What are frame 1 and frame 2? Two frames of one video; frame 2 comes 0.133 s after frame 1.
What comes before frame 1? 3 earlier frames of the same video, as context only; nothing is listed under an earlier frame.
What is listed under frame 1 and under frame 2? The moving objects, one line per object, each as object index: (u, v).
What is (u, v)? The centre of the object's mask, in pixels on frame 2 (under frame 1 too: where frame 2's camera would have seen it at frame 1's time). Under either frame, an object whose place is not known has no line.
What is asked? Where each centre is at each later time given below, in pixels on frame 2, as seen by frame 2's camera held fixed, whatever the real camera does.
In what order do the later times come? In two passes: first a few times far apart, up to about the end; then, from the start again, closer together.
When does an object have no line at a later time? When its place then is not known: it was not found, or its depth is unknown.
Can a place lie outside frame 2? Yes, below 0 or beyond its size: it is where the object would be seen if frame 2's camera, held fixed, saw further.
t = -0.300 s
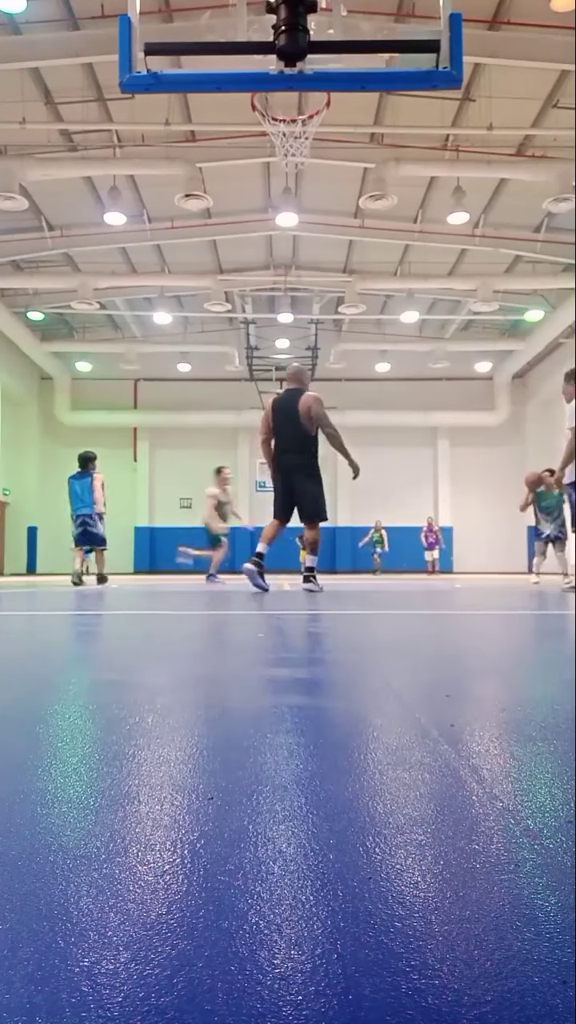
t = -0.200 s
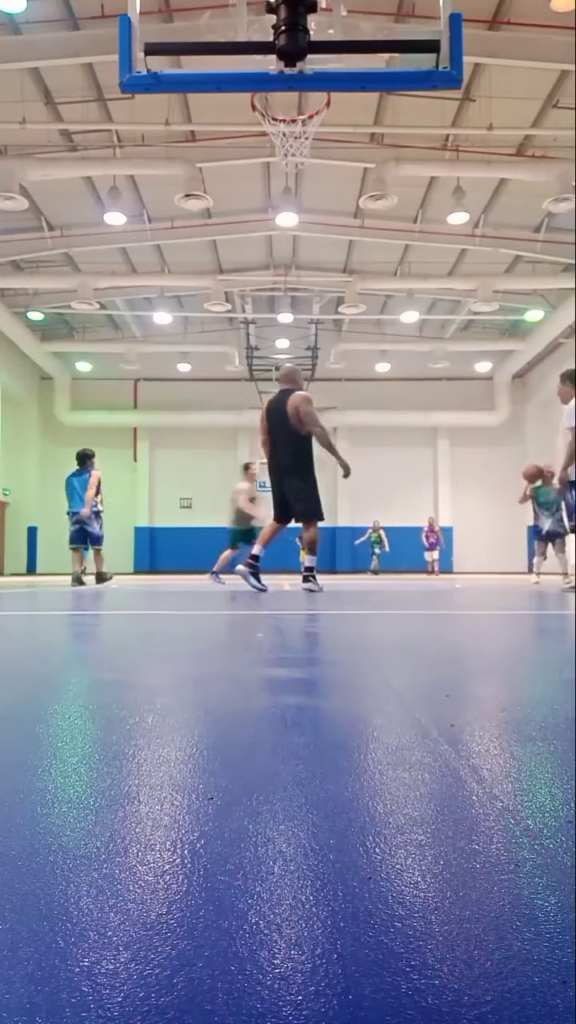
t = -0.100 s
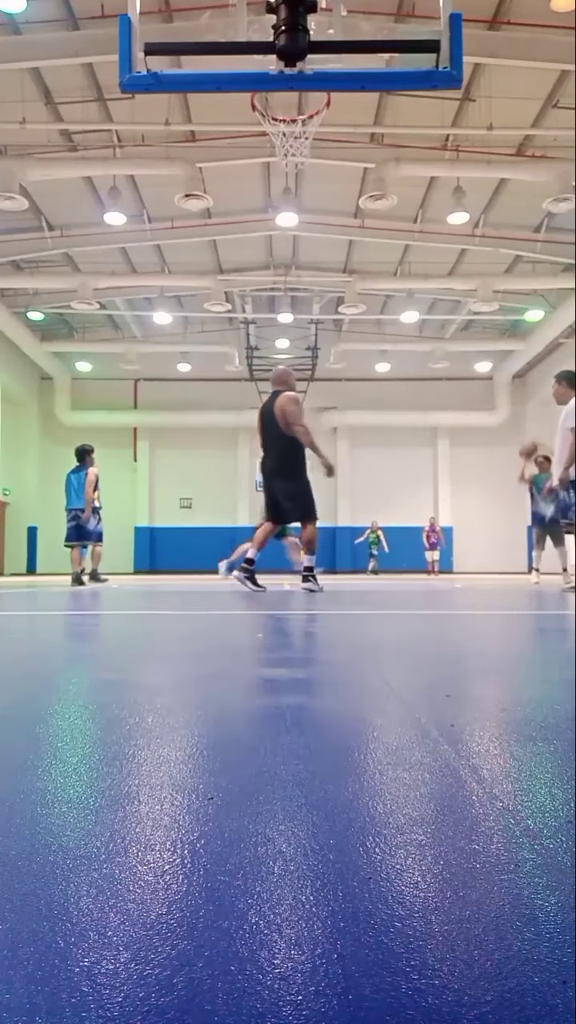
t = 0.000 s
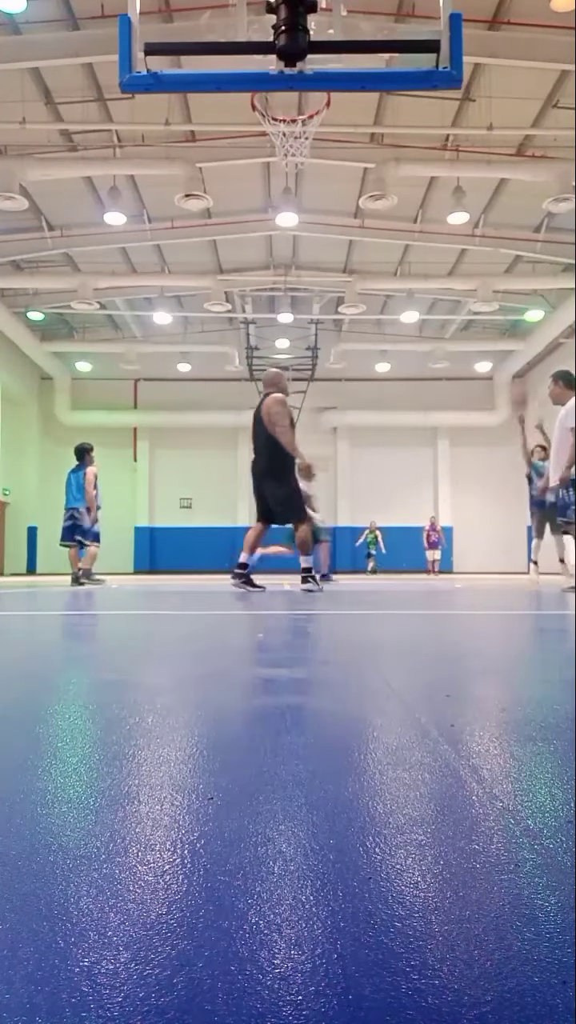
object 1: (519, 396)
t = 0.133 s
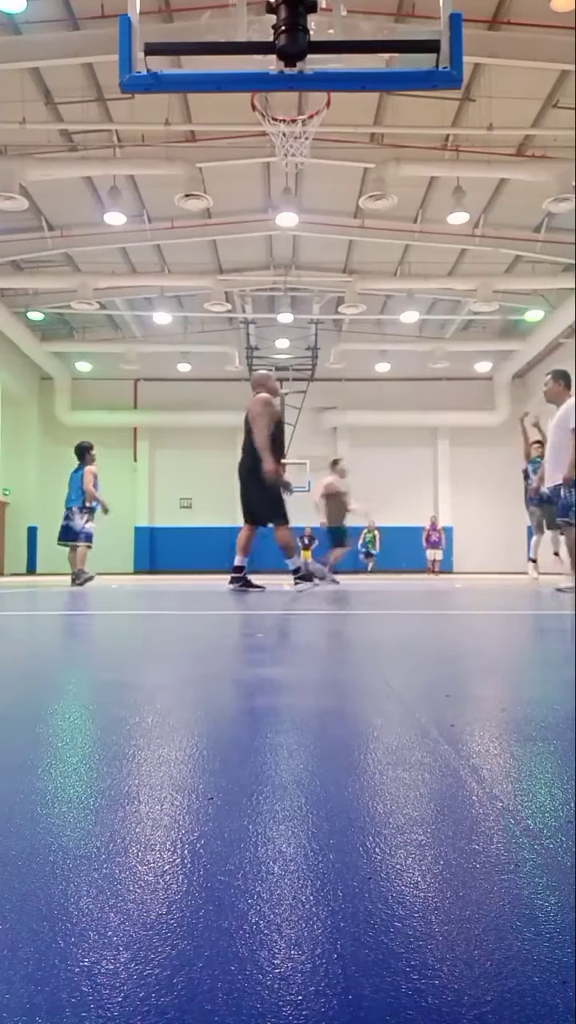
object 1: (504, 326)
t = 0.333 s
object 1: (470, 230)
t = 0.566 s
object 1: (427, 147)
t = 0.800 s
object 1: (374, 106)
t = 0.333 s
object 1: (470, 230)
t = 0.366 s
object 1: (466, 217)
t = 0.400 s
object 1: (458, 200)
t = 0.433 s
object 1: (454, 191)
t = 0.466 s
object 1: (447, 179)
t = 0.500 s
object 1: (440, 167)
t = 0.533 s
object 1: (434, 157)
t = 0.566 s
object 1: (427, 147)
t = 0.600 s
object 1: (420, 138)
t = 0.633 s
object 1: (414, 131)
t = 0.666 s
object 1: (406, 124)
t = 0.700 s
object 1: (398, 117)
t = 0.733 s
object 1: (389, 110)
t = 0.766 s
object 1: (382, 108)
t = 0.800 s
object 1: (374, 106)
